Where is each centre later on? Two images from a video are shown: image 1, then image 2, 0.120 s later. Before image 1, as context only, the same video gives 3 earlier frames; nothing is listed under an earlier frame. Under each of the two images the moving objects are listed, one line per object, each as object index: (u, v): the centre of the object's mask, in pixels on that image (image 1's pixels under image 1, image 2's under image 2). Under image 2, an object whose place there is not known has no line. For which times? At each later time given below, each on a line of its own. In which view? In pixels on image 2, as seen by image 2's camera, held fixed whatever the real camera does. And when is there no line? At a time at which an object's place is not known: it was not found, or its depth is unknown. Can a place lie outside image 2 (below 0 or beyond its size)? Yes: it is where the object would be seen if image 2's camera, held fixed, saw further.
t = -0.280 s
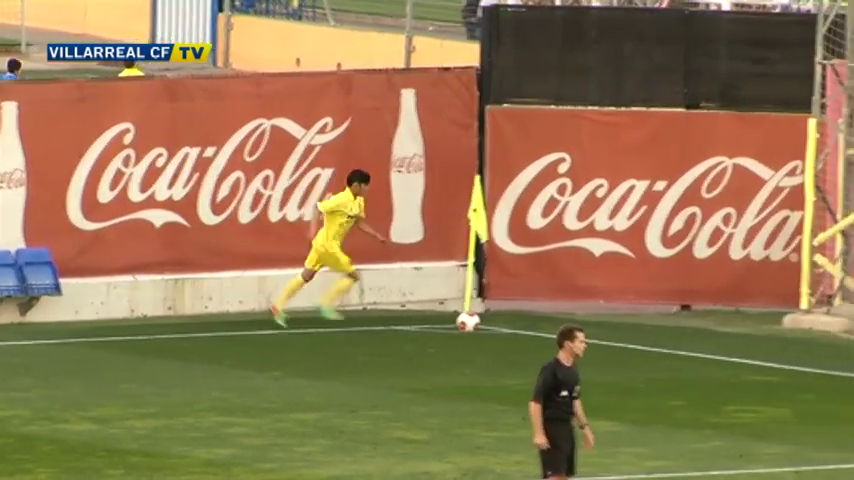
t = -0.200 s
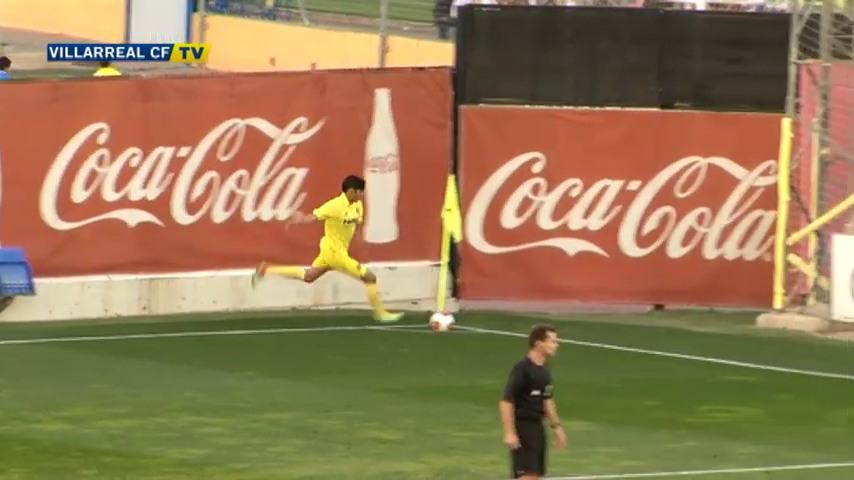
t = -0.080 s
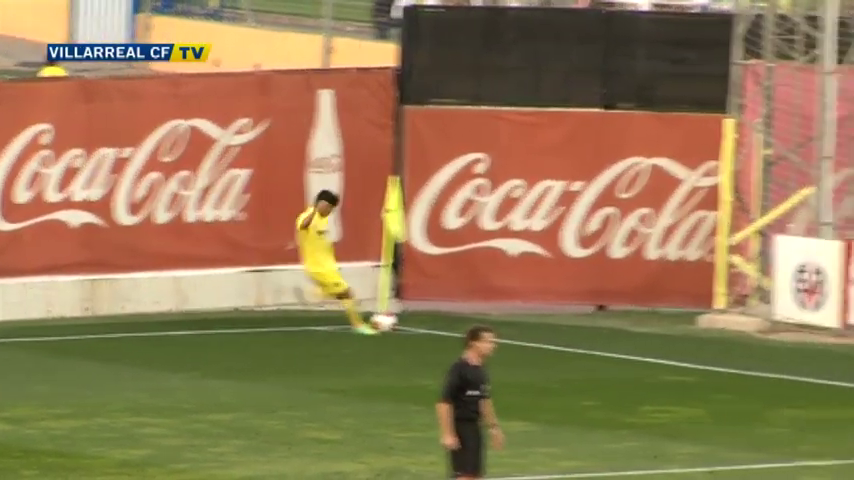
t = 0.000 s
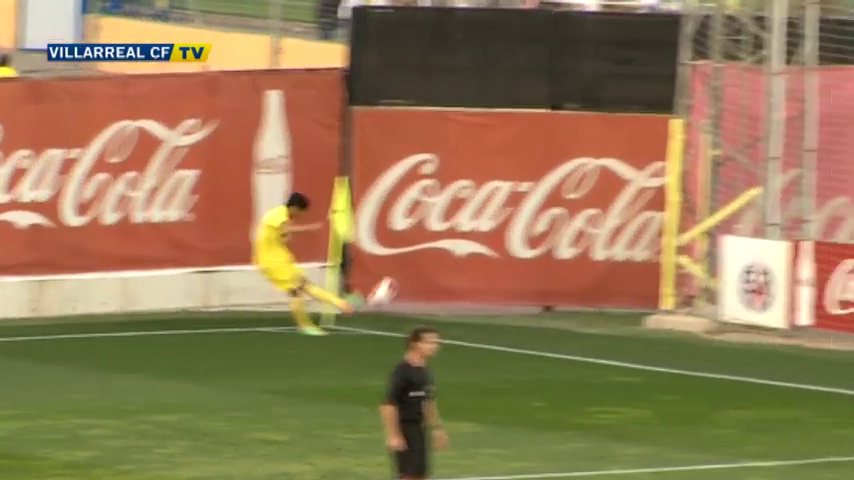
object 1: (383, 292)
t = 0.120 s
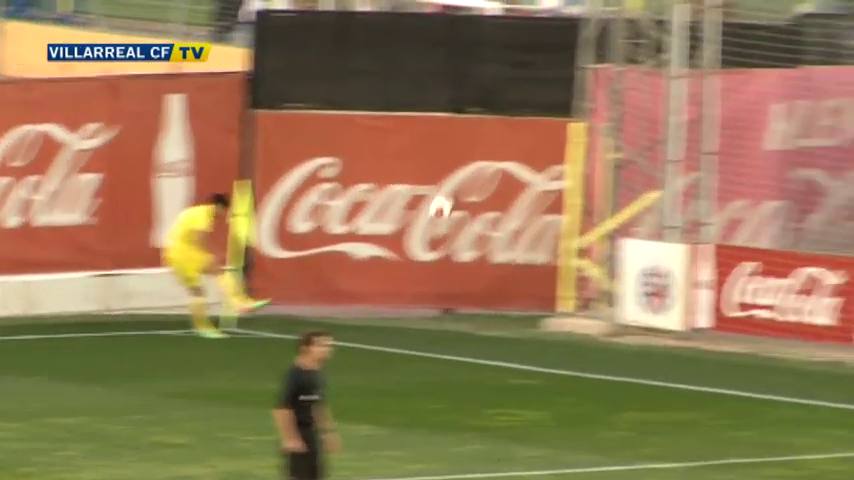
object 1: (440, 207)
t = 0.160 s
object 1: (490, 184)
